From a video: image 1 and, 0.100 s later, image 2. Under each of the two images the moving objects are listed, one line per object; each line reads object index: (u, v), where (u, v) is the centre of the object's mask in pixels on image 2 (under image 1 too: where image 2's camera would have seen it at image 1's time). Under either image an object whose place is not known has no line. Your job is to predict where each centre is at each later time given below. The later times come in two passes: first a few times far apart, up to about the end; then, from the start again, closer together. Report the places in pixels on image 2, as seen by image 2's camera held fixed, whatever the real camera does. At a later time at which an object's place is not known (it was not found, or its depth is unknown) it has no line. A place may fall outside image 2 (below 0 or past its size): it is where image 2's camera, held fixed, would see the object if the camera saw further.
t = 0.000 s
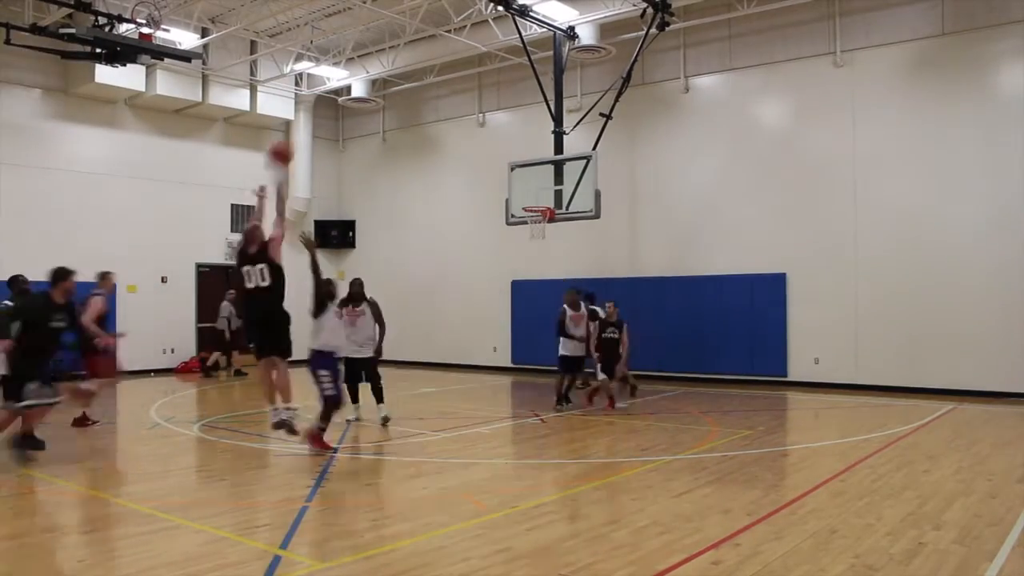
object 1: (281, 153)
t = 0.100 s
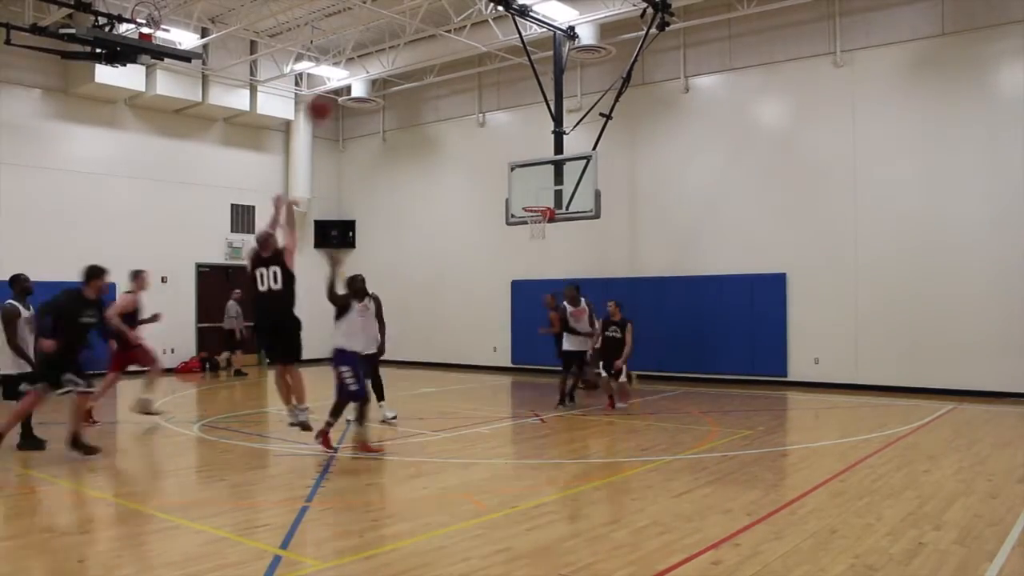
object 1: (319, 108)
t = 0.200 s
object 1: (352, 76)
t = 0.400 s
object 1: (407, 48)
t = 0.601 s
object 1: (451, 54)
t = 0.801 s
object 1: (486, 83)
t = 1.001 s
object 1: (517, 133)
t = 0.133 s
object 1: (330, 98)
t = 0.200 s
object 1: (352, 76)
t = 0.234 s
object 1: (362, 69)
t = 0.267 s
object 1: (372, 62)
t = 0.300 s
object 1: (381, 58)
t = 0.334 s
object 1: (390, 54)
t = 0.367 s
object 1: (399, 50)
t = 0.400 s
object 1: (407, 48)
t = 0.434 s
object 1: (415, 47)
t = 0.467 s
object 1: (423, 47)
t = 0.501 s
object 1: (430, 47)
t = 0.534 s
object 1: (437, 48)
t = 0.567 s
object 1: (444, 51)
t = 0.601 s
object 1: (451, 54)
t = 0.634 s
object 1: (457, 58)
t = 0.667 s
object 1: (464, 61)
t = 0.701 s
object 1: (470, 65)
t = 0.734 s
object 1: (476, 71)
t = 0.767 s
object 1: (481, 77)
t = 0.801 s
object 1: (486, 83)
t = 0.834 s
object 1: (492, 91)
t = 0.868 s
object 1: (497, 98)
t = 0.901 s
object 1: (502, 106)
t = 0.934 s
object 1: (507, 114)
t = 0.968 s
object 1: (512, 124)
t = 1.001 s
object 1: (517, 133)
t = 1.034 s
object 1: (522, 143)
